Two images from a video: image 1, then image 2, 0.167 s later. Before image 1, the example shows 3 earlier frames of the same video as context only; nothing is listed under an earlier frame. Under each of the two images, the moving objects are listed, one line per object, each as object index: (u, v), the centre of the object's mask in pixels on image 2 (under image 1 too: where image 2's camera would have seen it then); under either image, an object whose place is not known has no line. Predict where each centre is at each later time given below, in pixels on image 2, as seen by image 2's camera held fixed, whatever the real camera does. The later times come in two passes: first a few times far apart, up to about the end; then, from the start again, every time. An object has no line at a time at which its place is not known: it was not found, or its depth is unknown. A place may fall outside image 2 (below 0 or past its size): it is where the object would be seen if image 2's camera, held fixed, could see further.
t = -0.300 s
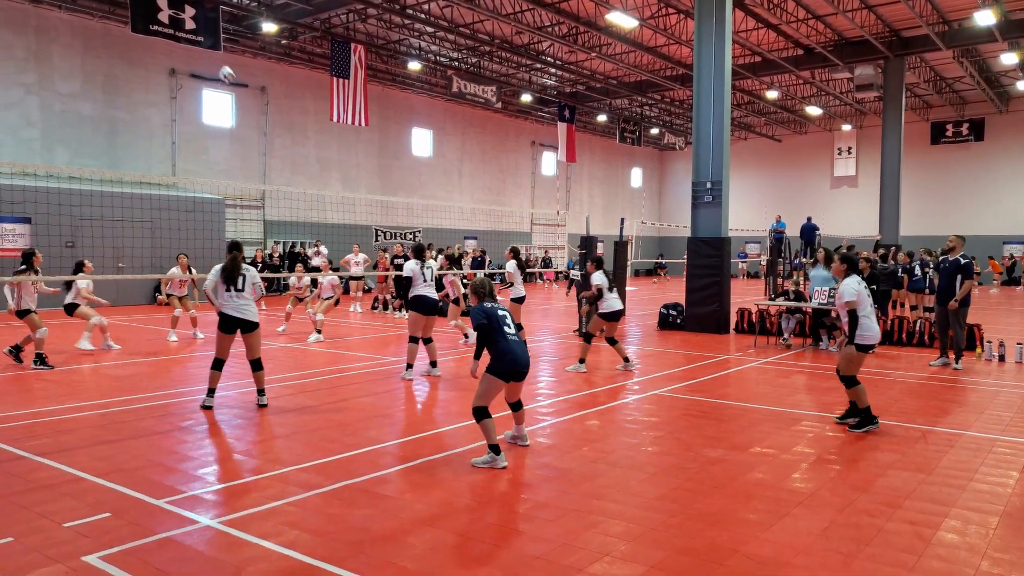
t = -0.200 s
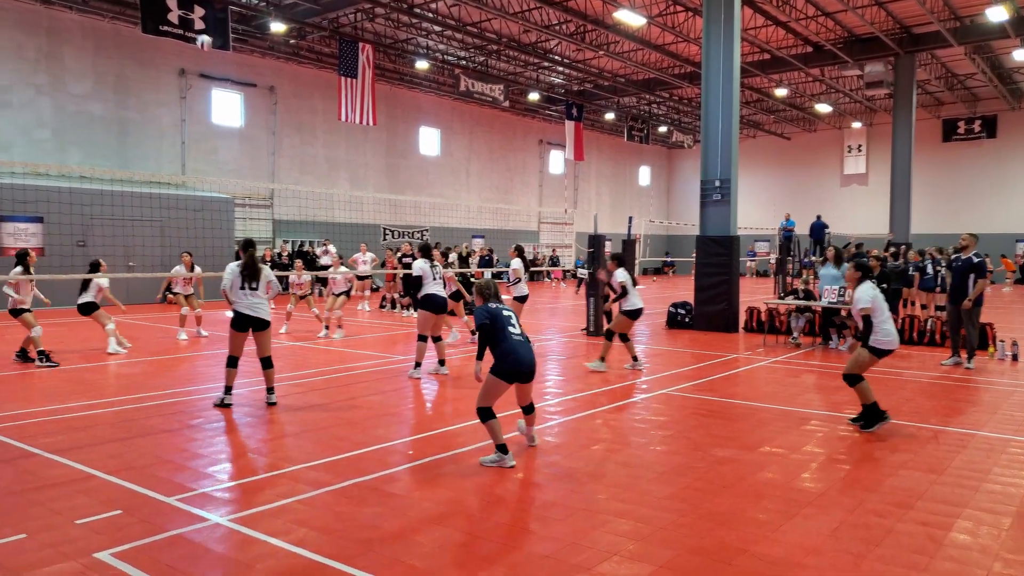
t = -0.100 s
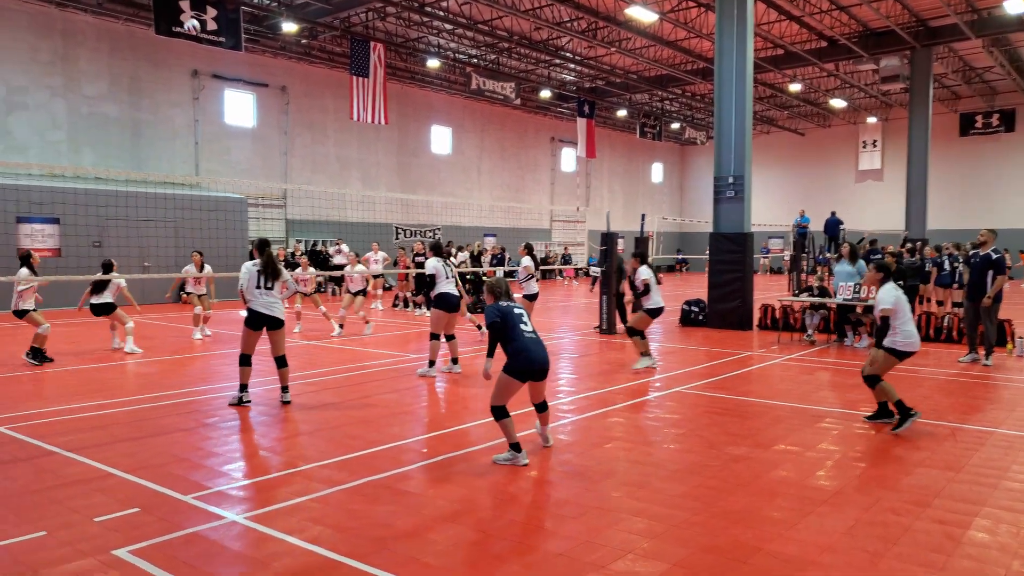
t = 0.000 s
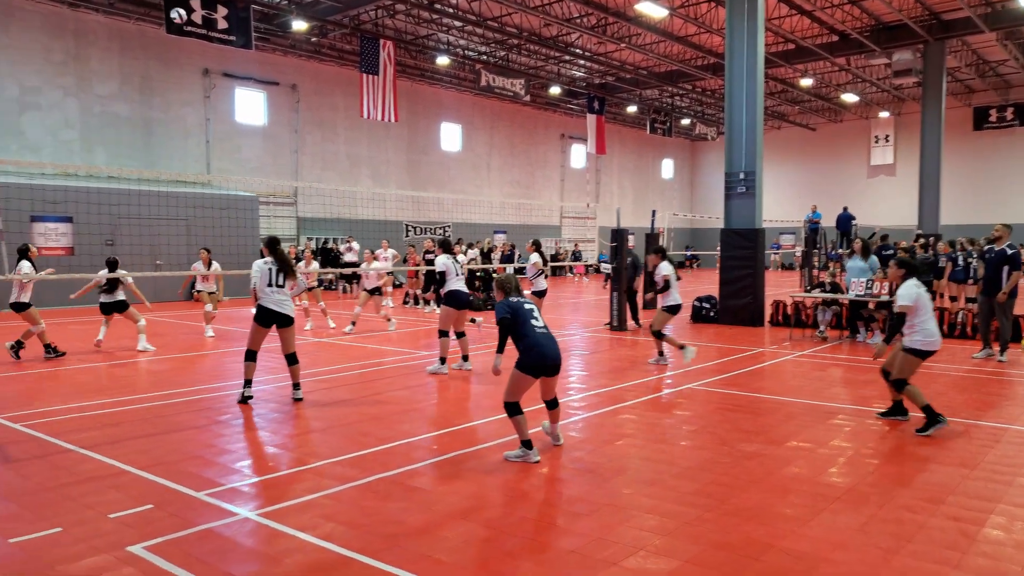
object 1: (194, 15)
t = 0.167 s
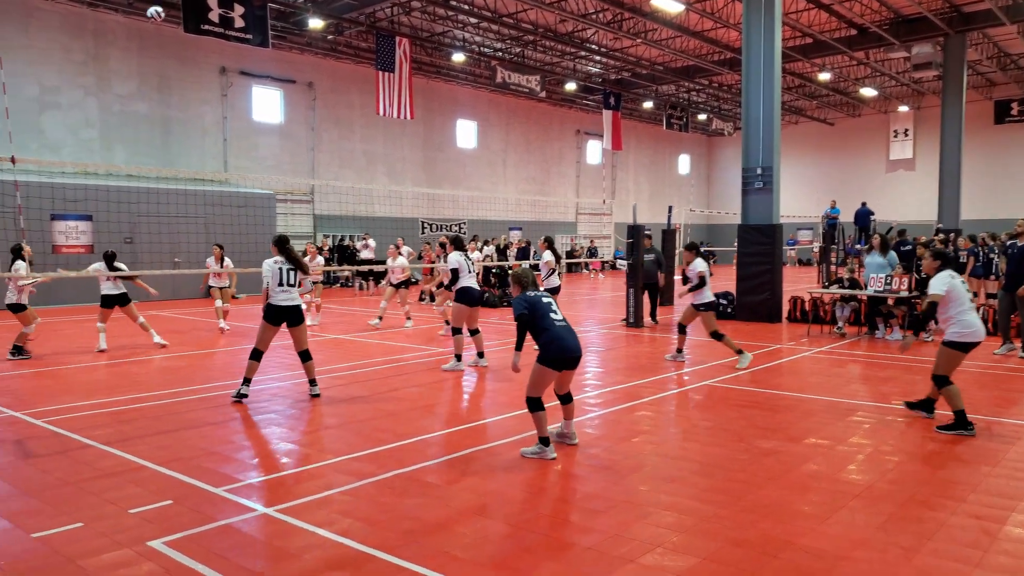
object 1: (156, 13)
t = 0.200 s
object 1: (148, 15)
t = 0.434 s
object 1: (94, 51)
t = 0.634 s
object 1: (47, 113)
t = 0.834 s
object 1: (6, 204)
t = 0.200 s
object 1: (148, 15)
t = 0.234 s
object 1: (140, 18)
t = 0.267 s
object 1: (132, 21)
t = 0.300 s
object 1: (124, 26)
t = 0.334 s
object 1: (117, 32)
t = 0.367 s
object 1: (109, 37)
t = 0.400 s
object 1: (101, 44)
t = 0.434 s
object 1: (94, 51)
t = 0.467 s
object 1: (86, 58)
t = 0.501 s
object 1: (78, 68)
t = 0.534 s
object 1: (71, 77)
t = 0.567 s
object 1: (64, 87)
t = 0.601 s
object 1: (56, 100)
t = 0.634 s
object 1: (47, 113)
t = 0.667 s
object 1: (40, 126)
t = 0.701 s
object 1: (33, 140)
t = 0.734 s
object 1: (26, 152)
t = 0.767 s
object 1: (21, 170)
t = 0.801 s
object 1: (12, 189)
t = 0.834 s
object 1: (6, 204)
